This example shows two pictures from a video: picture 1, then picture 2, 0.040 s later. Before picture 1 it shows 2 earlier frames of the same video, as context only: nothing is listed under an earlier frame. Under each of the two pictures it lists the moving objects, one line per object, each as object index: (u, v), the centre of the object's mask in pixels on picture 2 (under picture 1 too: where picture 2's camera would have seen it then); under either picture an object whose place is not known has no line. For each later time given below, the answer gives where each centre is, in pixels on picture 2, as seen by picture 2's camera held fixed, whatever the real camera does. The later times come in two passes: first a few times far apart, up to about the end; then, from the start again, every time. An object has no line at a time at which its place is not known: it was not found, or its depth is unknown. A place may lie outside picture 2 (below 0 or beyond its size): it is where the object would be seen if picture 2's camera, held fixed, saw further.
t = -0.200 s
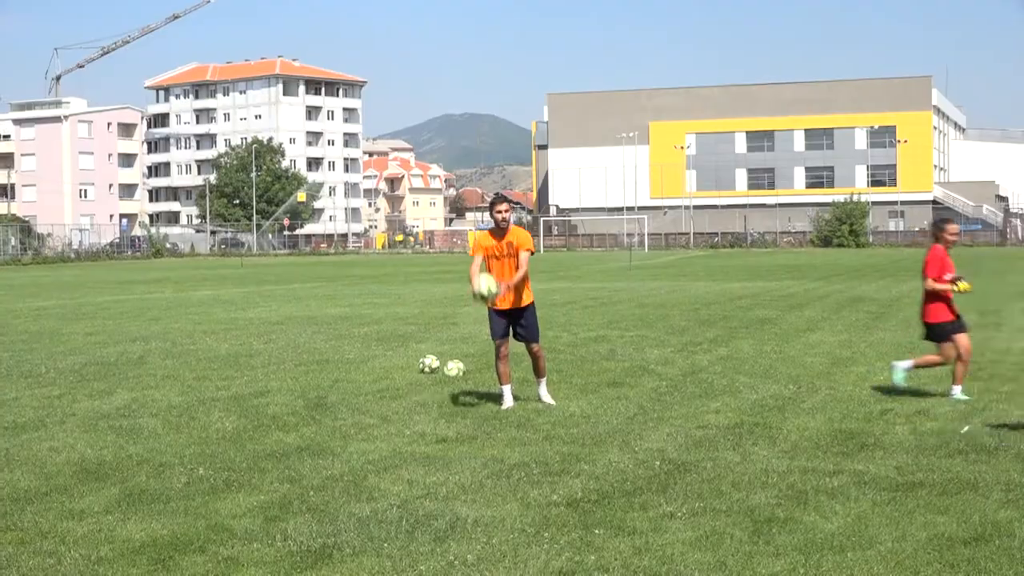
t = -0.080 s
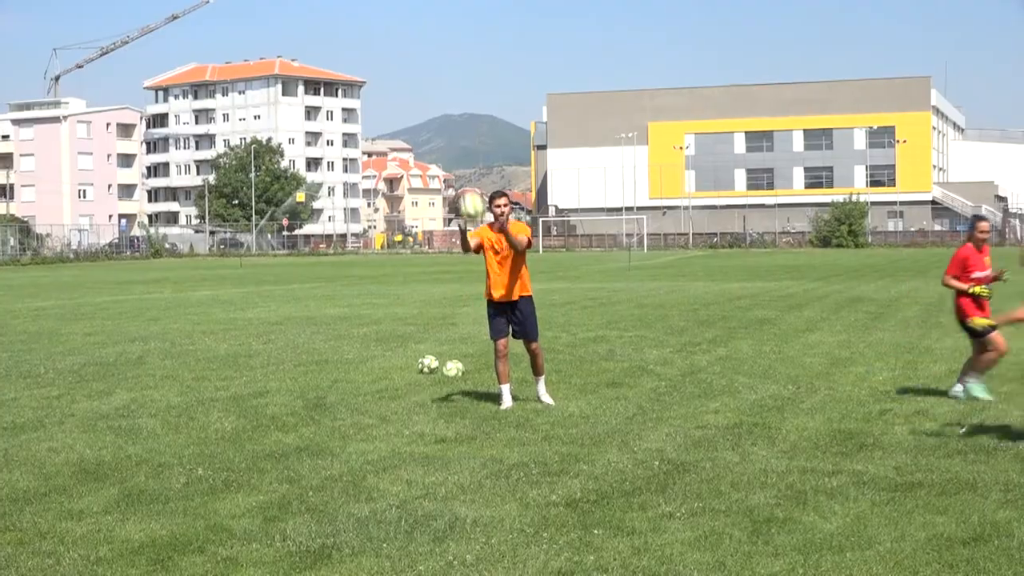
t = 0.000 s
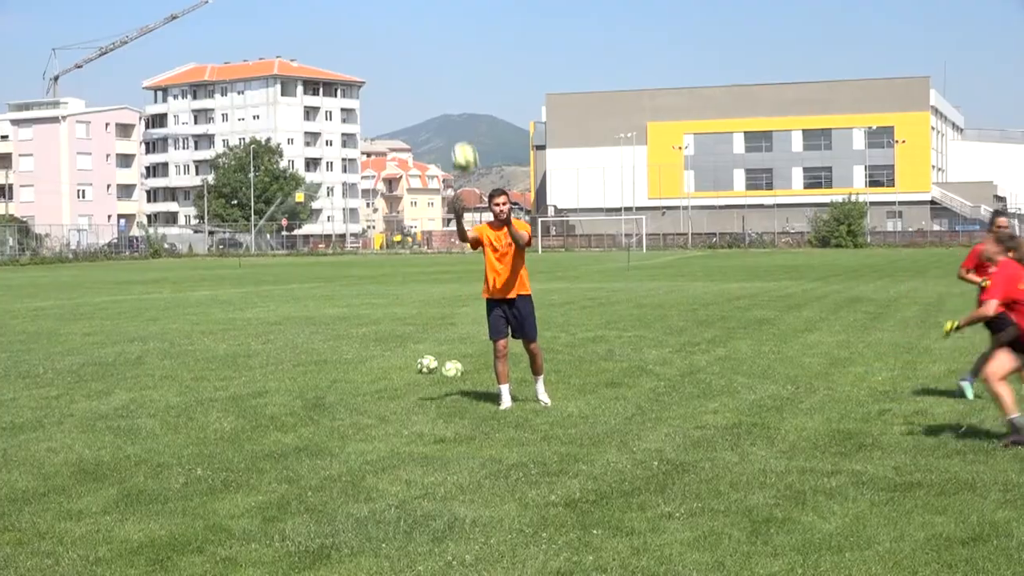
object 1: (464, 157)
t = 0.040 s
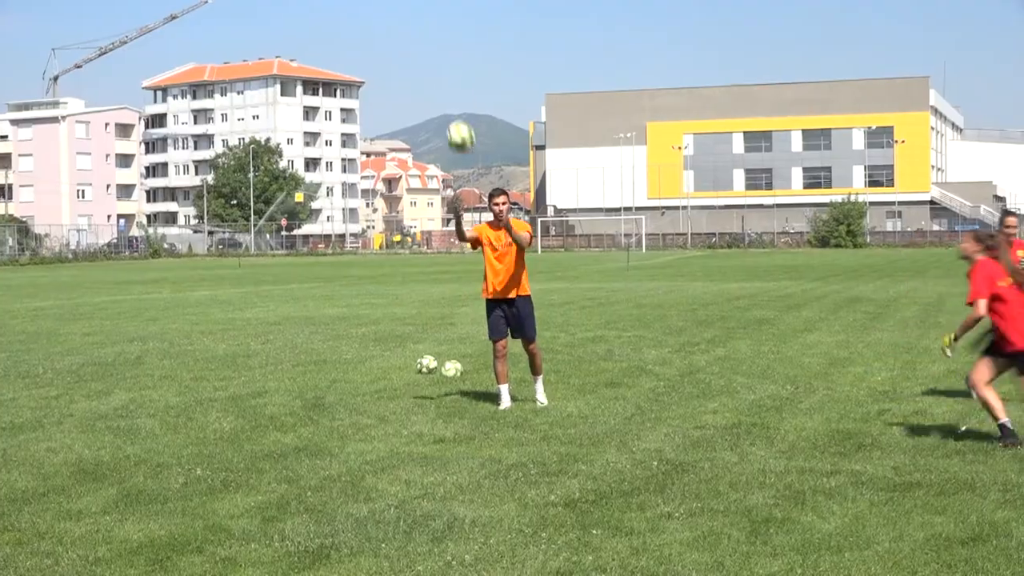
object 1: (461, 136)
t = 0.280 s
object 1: (439, 44)
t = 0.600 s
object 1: (413, 33)
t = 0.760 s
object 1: (401, 80)
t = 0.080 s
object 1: (457, 116)
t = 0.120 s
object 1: (453, 98)
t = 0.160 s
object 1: (449, 82)
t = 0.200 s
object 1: (446, 67)
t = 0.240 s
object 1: (443, 54)
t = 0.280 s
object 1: (439, 44)
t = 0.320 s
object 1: (436, 35)
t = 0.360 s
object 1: (433, 29)
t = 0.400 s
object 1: (429, 24)
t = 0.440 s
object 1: (426, 22)
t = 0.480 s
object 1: (422, 21)
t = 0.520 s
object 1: (419, 23)
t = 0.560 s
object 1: (416, 27)
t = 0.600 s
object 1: (413, 33)
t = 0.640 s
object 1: (410, 41)
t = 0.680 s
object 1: (407, 52)
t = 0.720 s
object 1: (404, 65)
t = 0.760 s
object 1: (401, 80)
